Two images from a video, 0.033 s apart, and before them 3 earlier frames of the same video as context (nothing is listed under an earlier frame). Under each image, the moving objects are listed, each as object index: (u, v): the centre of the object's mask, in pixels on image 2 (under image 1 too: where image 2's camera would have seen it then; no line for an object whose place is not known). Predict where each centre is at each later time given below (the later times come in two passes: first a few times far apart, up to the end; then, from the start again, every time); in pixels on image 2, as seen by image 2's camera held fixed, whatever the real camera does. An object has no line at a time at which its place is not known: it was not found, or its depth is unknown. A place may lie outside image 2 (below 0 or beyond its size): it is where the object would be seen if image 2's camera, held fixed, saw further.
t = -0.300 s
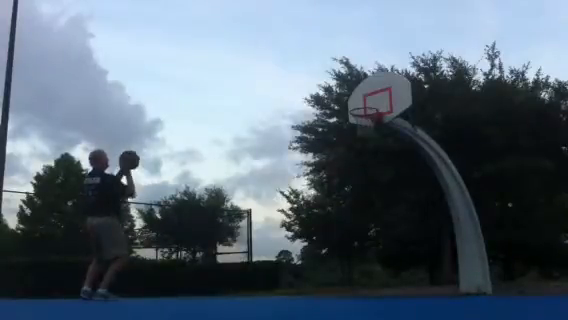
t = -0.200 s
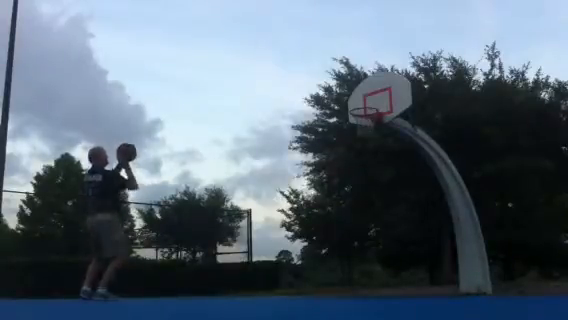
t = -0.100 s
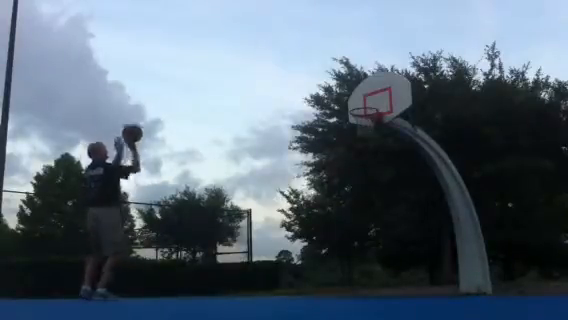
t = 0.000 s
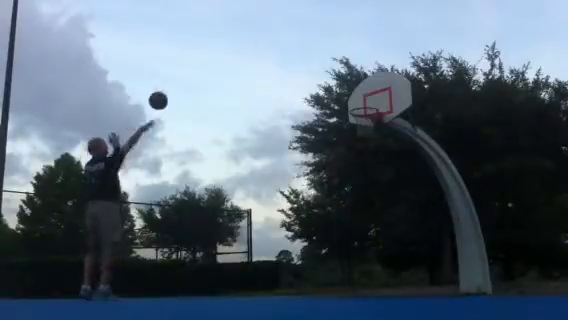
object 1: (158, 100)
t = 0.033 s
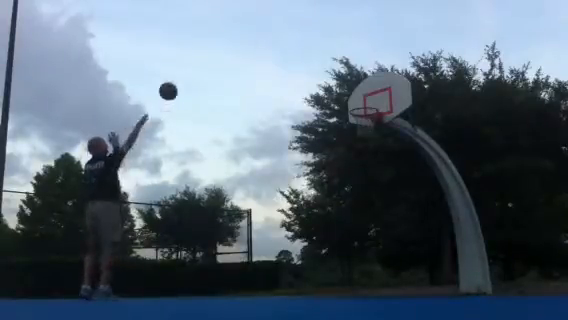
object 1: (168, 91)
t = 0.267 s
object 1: (231, 51)
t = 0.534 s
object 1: (291, 50)
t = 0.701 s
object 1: (325, 71)
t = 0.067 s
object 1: (177, 82)
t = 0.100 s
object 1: (187, 75)
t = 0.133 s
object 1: (196, 68)
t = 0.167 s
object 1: (205, 63)
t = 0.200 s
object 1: (214, 58)
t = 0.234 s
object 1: (222, 54)
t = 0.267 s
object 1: (231, 51)
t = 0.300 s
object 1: (239, 48)
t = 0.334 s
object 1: (247, 46)
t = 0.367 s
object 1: (254, 45)
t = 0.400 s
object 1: (262, 45)
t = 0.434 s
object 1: (270, 45)
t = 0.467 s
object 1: (277, 46)
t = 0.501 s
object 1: (284, 48)
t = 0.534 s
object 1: (291, 50)
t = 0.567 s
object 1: (298, 53)
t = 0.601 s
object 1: (305, 56)
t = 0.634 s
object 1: (312, 60)
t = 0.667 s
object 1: (318, 65)
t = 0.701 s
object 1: (325, 71)
